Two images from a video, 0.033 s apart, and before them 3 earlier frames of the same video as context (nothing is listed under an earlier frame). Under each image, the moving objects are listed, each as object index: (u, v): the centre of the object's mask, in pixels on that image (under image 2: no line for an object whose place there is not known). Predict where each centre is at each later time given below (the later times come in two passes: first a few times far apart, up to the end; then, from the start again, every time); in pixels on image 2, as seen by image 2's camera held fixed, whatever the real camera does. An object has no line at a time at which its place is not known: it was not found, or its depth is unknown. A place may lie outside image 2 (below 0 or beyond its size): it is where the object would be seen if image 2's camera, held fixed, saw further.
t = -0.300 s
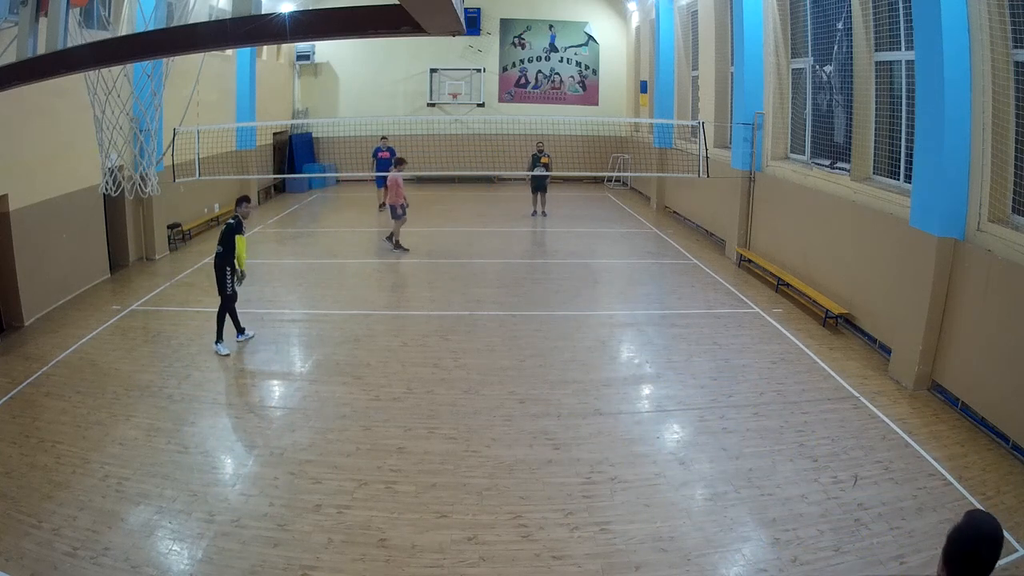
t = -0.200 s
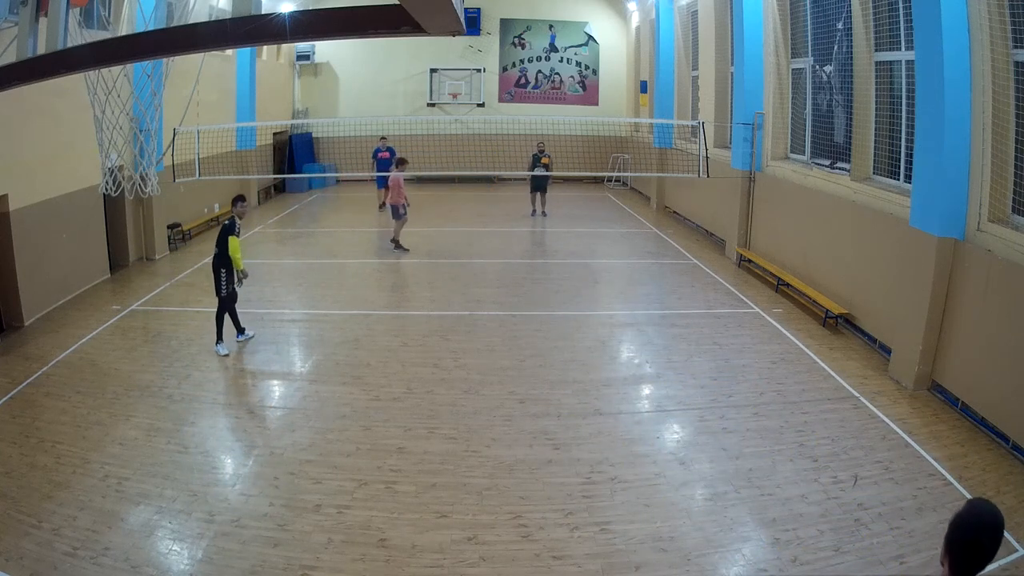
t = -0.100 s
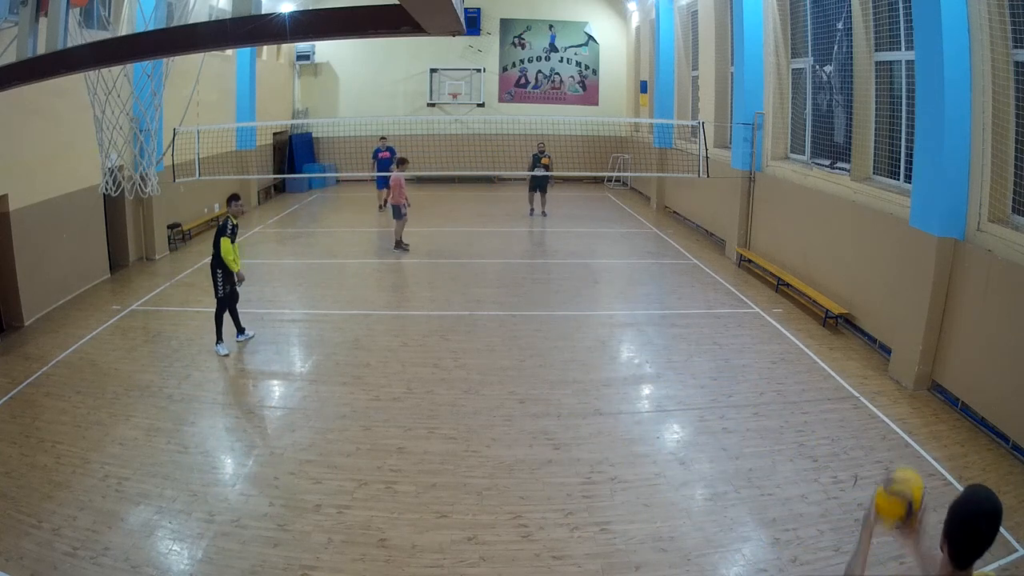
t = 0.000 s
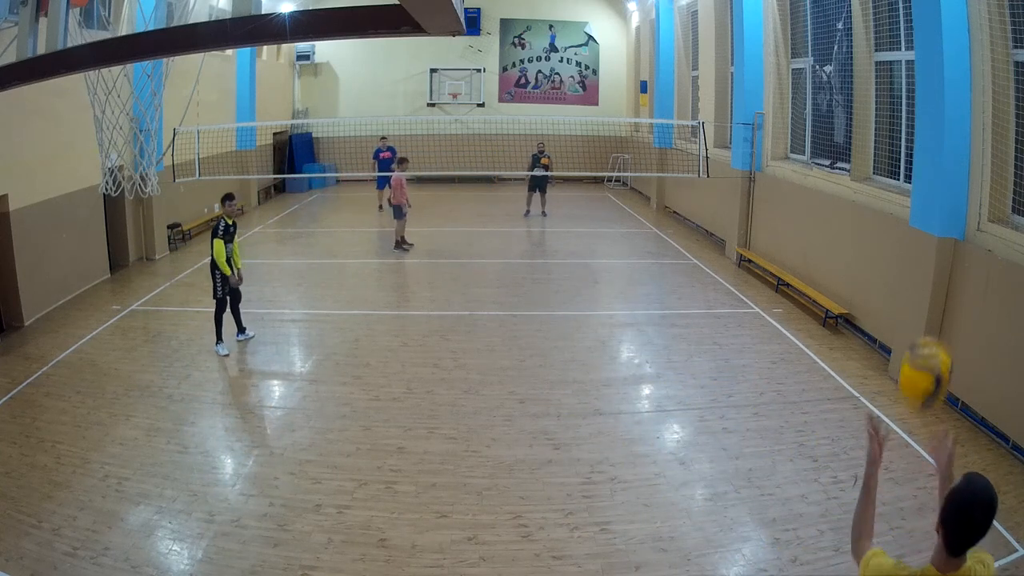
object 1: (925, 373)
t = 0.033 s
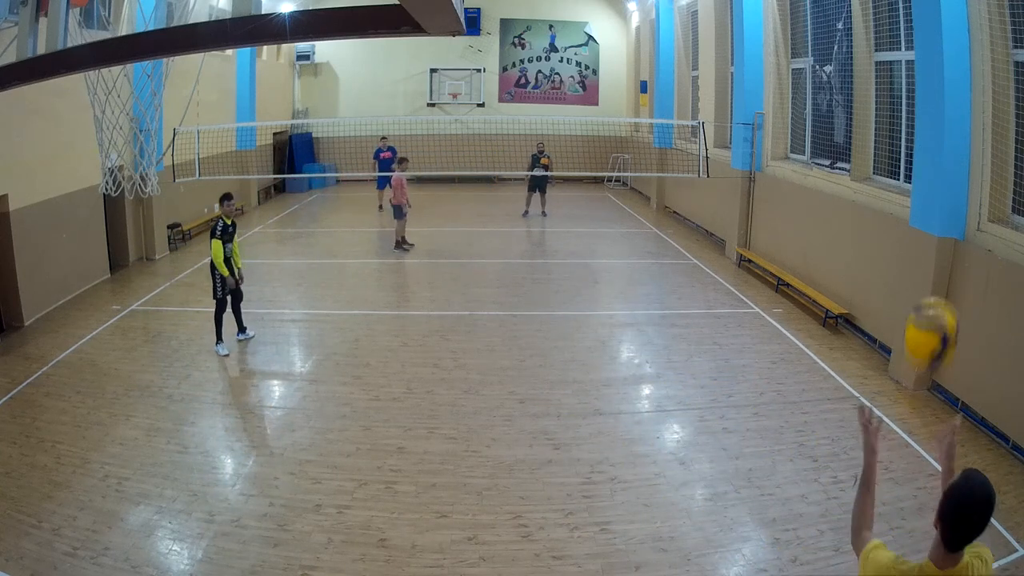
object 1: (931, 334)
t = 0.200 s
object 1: (940, 173)
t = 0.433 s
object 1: (928, 81)
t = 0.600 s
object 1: (918, 110)
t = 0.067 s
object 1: (936, 297)
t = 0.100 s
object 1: (938, 263)
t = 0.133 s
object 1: (940, 230)
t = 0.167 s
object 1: (941, 200)
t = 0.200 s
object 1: (940, 173)
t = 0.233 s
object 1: (939, 149)
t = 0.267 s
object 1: (937, 130)
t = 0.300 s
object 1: (936, 114)
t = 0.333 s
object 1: (934, 101)
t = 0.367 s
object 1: (932, 91)
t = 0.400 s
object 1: (930, 85)
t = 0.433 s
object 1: (928, 81)
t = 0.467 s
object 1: (926, 81)
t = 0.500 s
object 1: (924, 84)
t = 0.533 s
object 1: (922, 89)
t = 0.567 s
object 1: (920, 98)
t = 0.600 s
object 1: (918, 110)
